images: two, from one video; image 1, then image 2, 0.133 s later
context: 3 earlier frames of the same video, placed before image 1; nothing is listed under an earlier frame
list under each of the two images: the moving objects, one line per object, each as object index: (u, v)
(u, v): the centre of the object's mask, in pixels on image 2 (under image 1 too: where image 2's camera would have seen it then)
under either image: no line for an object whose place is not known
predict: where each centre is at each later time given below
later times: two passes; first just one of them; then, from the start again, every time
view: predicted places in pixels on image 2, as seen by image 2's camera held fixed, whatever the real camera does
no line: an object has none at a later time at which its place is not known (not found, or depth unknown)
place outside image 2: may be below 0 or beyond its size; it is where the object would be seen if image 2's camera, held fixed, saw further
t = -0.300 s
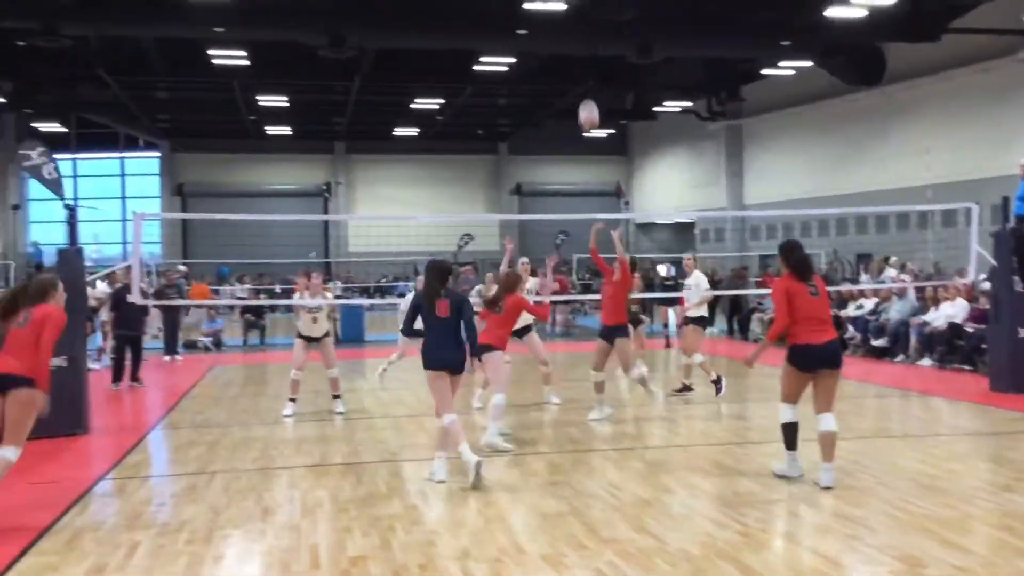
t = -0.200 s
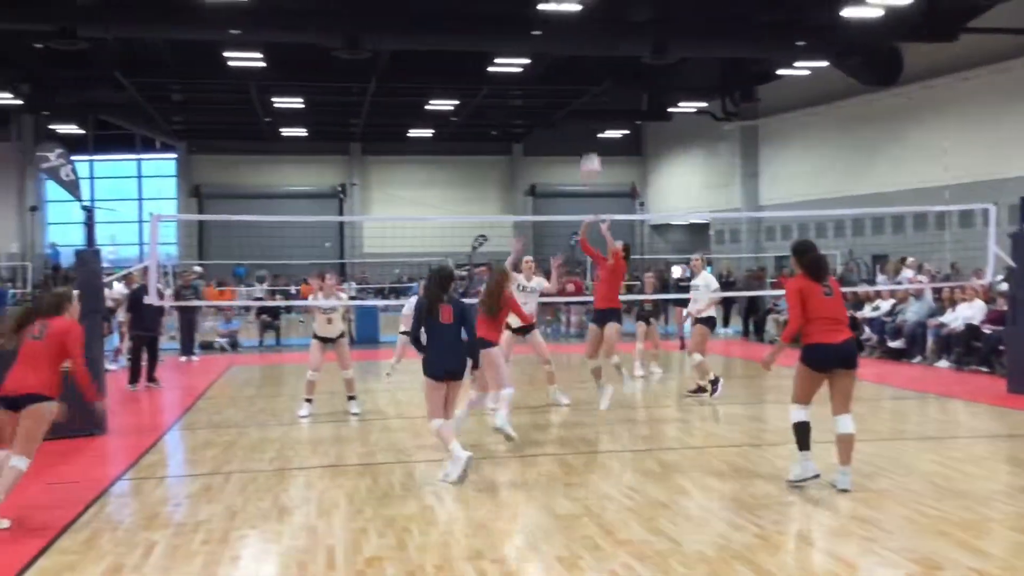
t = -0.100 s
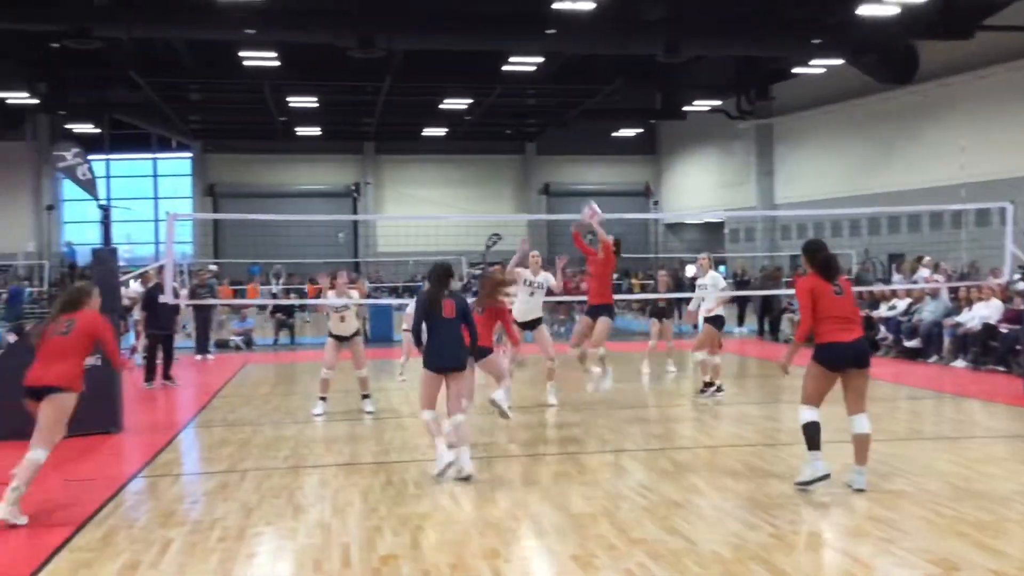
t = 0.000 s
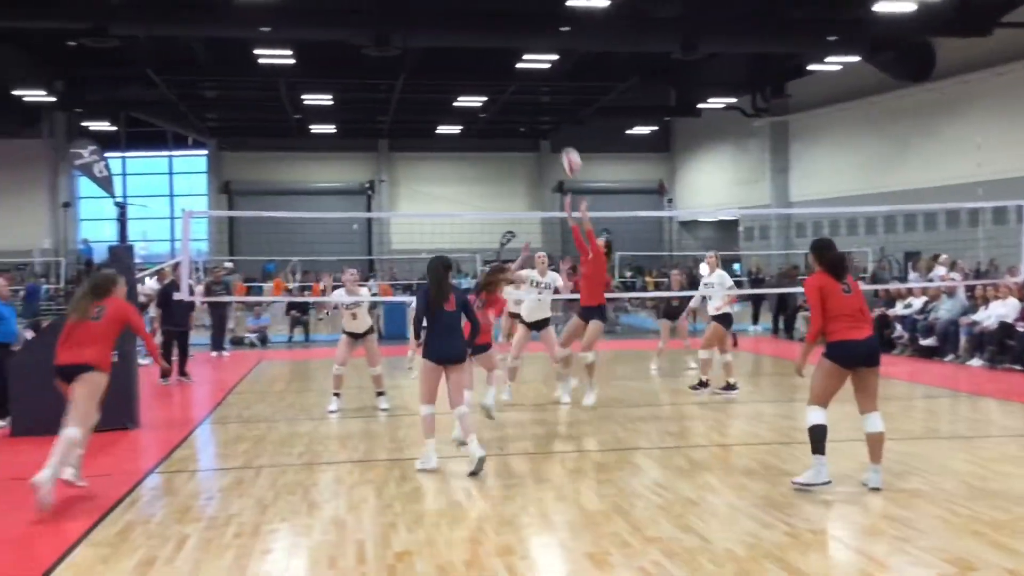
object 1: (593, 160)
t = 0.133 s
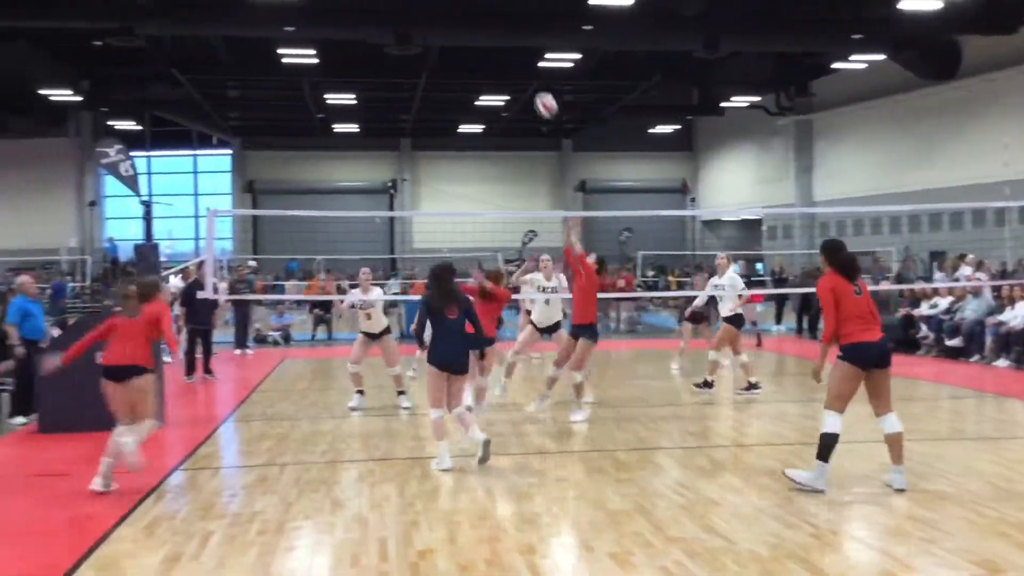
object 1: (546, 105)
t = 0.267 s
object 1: (501, 68)
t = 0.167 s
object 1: (535, 94)
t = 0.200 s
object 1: (523, 84)
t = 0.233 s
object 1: (512, 75)
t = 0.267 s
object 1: (501, 68)
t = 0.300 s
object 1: (490, 62)
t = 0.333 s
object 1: (479, 57)
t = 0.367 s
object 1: (468, 53)
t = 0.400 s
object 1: (456, 50)
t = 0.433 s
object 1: (445, 47)
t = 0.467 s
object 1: (434, 47)
